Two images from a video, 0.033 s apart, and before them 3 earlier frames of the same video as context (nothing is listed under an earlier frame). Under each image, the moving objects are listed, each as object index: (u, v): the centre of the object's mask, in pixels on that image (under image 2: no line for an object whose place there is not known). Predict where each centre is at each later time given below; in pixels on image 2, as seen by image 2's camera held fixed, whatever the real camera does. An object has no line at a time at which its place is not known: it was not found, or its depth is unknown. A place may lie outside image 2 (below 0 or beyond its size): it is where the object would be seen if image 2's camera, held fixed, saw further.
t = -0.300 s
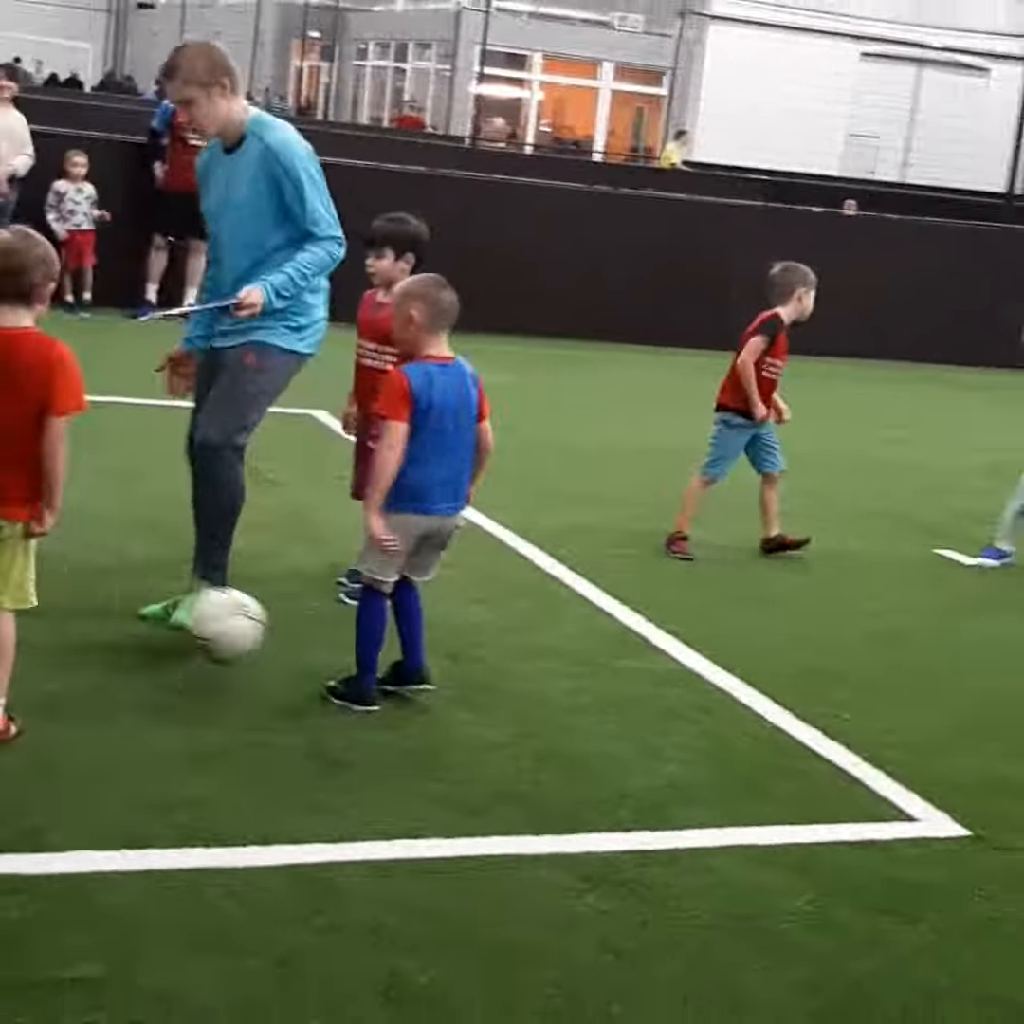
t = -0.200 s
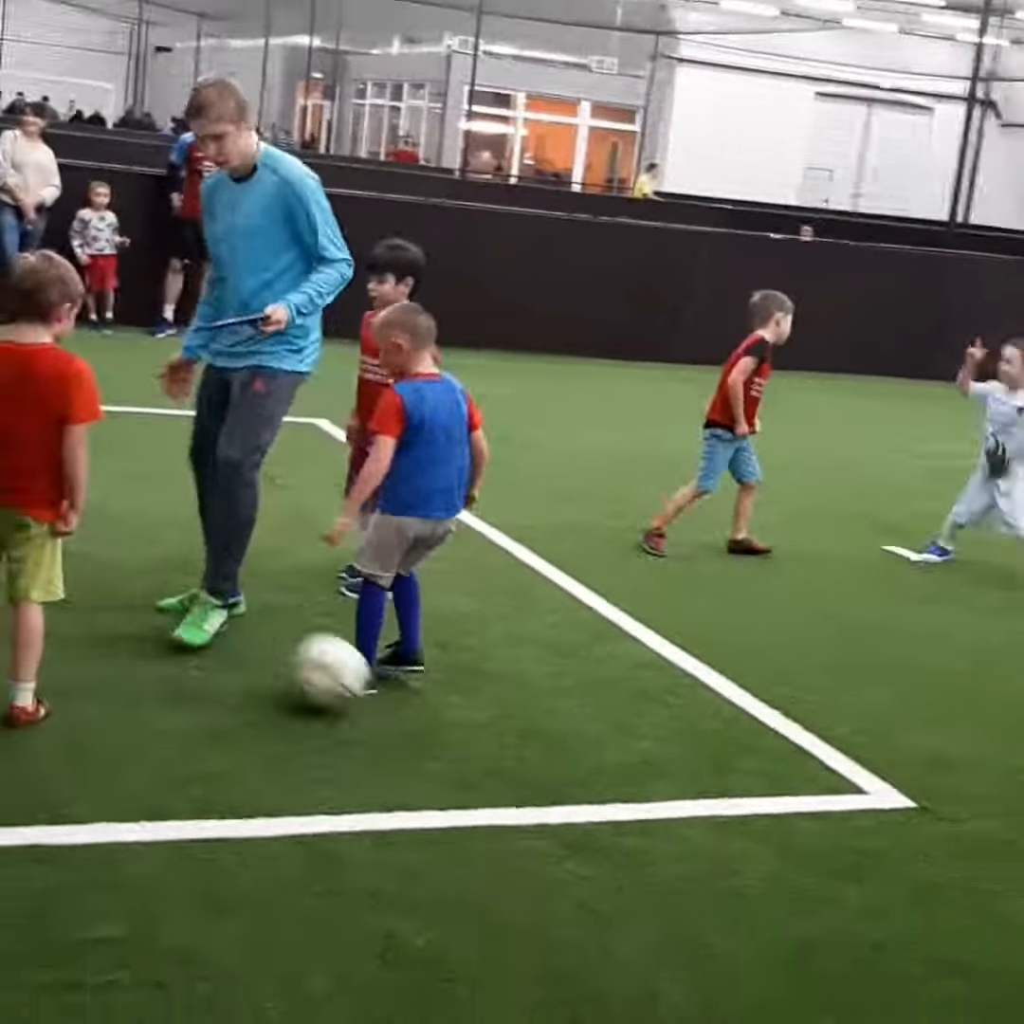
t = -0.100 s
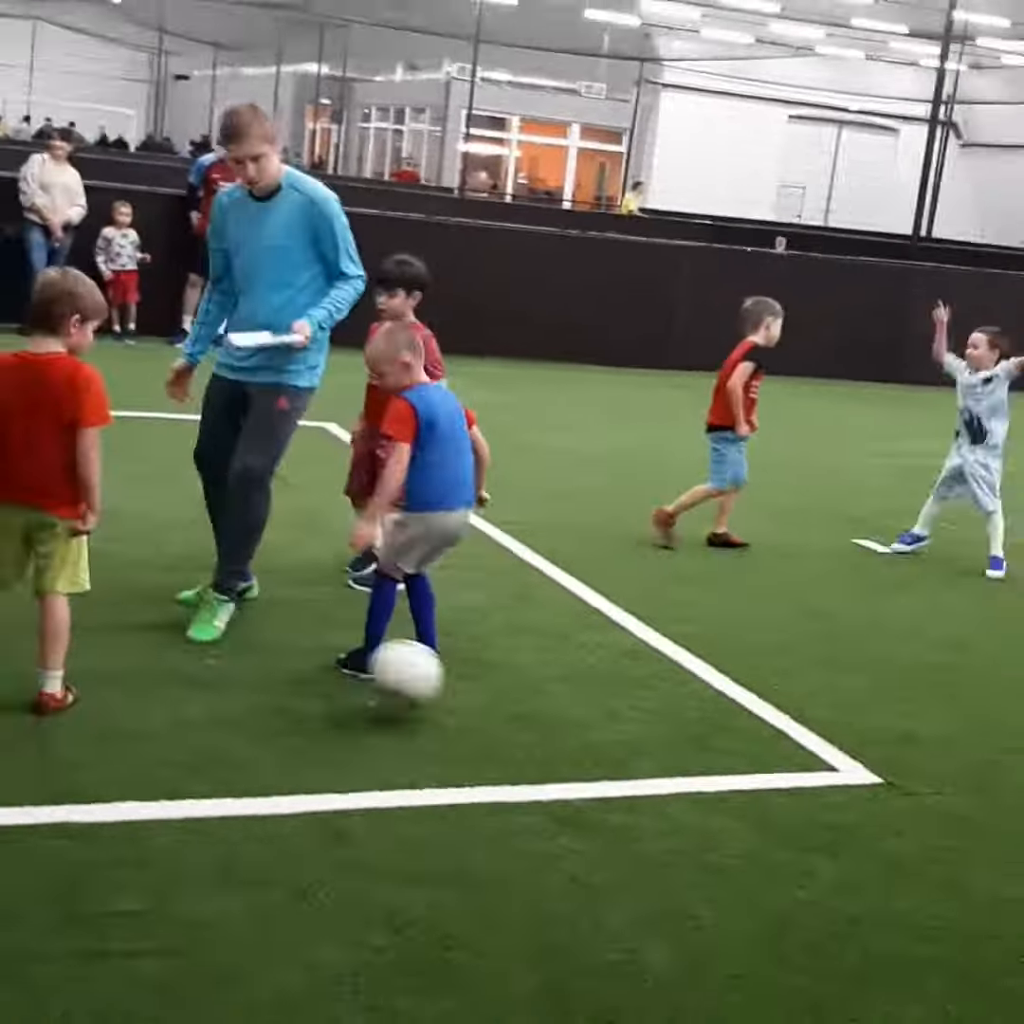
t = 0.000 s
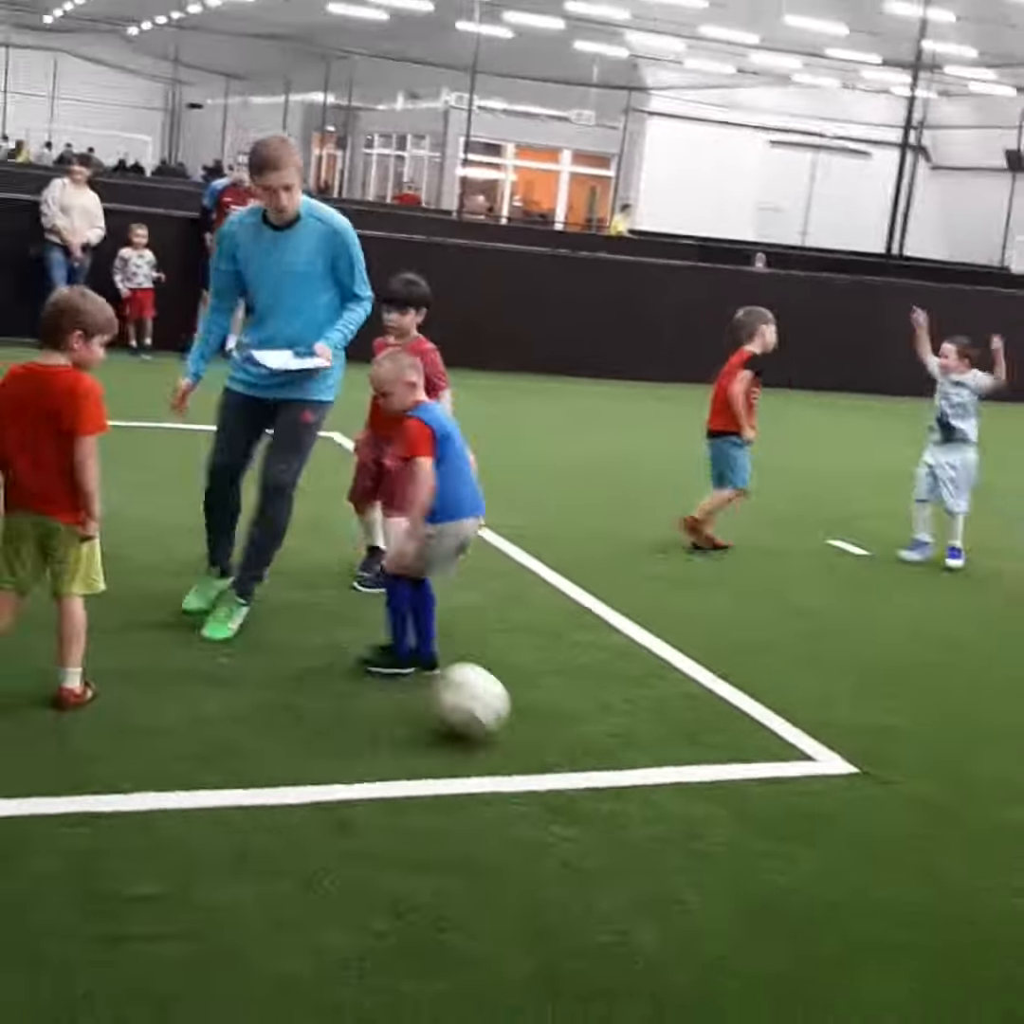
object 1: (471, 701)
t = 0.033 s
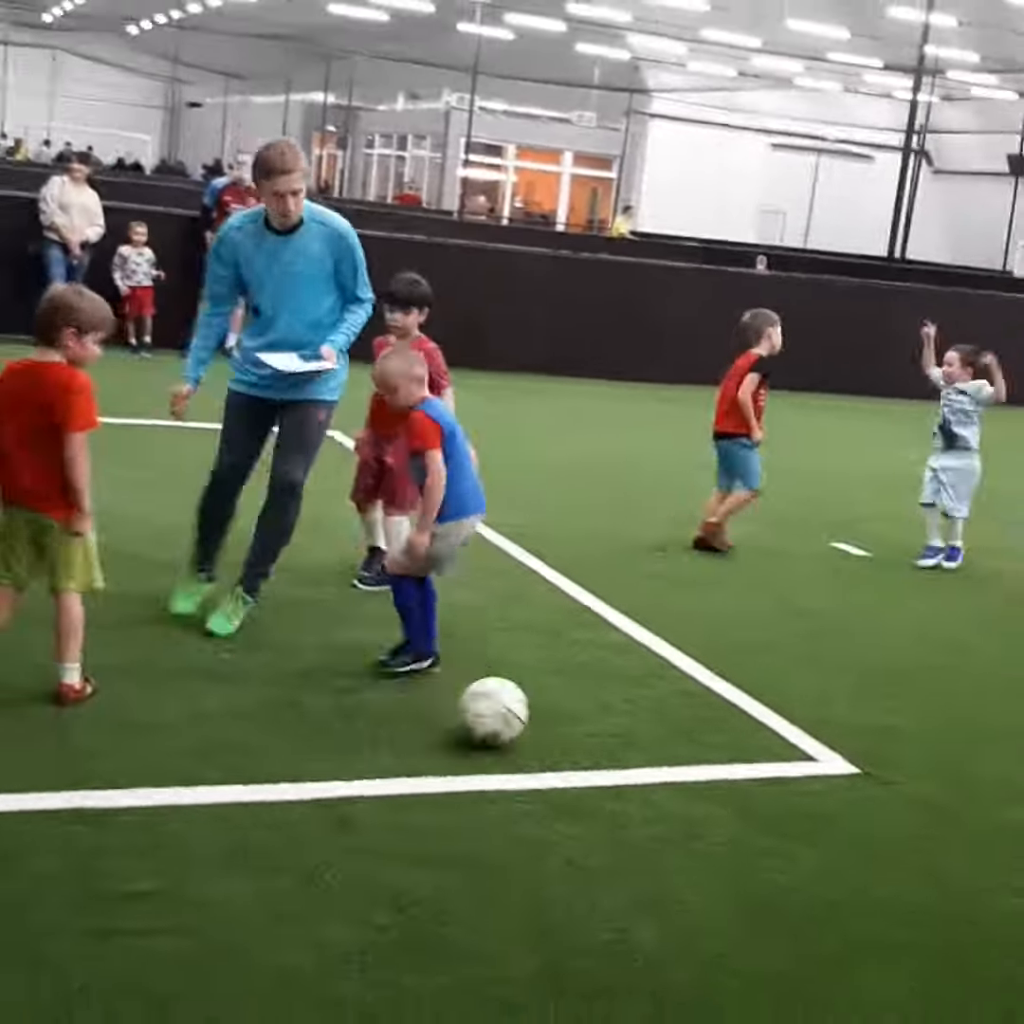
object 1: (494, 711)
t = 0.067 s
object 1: (513, 711)
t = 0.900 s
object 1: (1047, 915)
